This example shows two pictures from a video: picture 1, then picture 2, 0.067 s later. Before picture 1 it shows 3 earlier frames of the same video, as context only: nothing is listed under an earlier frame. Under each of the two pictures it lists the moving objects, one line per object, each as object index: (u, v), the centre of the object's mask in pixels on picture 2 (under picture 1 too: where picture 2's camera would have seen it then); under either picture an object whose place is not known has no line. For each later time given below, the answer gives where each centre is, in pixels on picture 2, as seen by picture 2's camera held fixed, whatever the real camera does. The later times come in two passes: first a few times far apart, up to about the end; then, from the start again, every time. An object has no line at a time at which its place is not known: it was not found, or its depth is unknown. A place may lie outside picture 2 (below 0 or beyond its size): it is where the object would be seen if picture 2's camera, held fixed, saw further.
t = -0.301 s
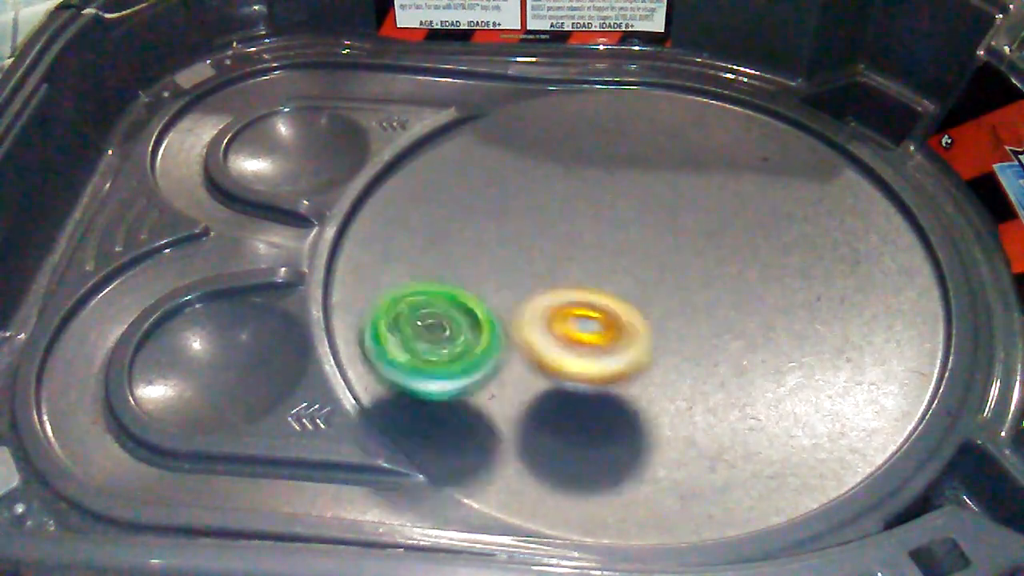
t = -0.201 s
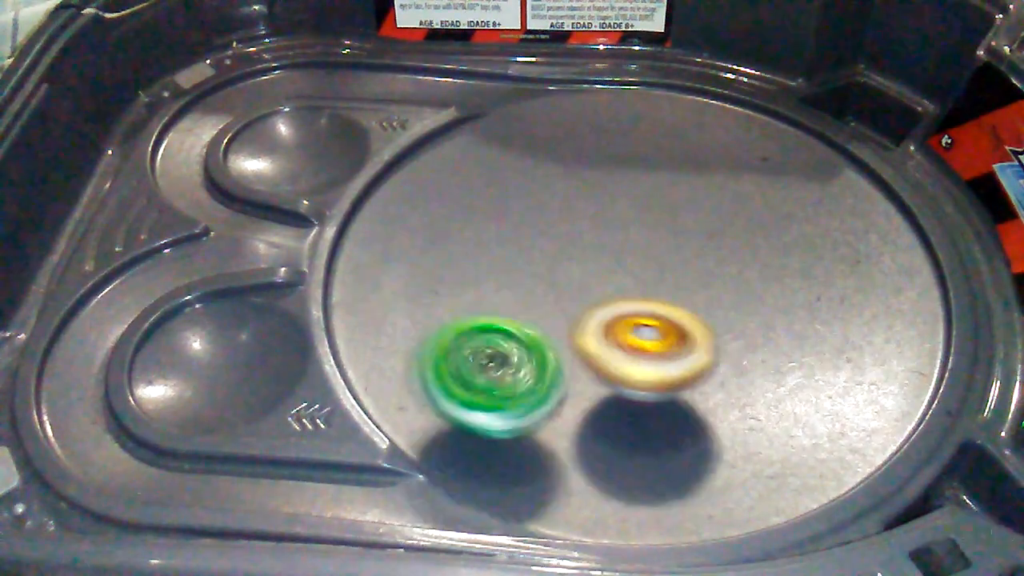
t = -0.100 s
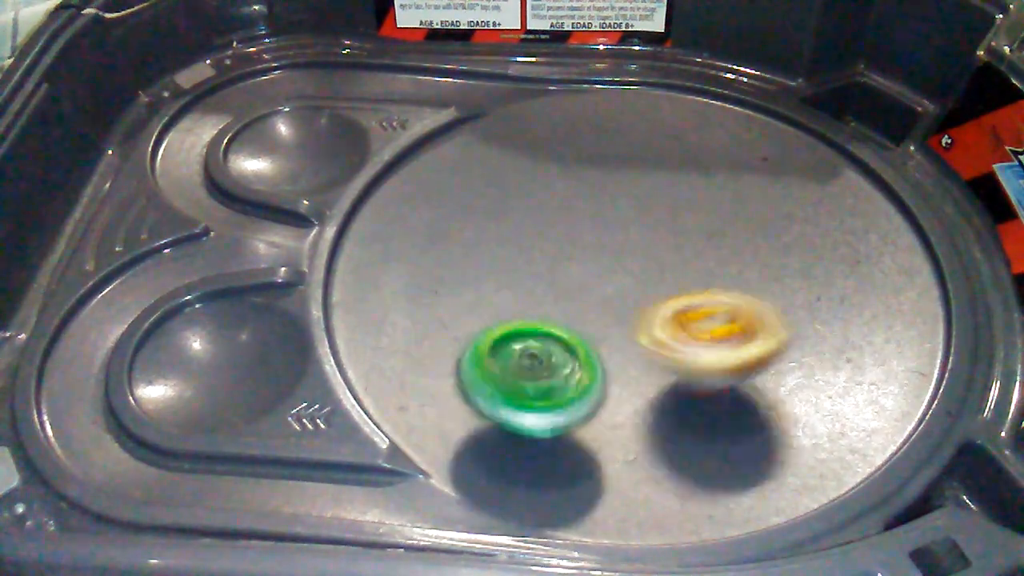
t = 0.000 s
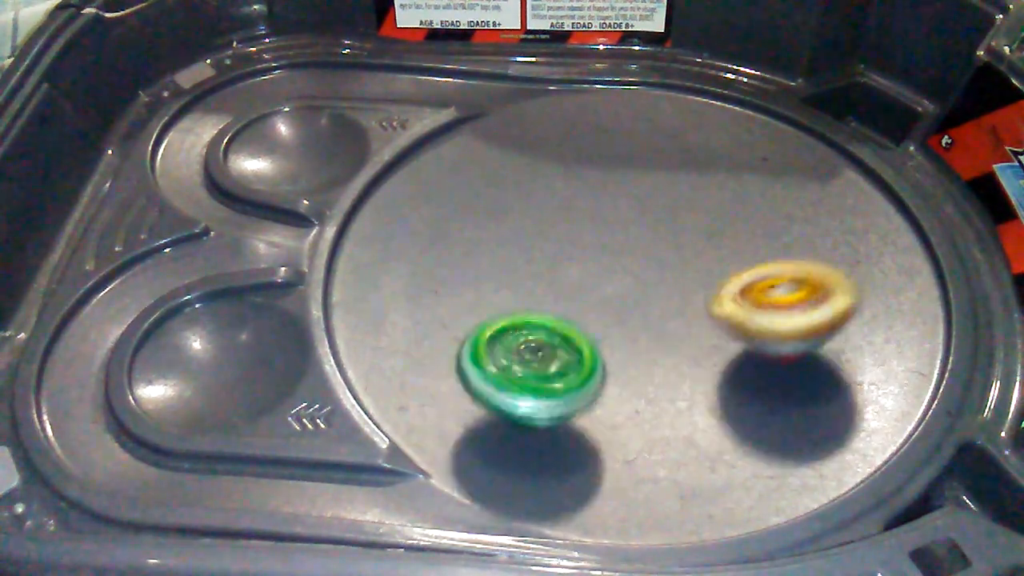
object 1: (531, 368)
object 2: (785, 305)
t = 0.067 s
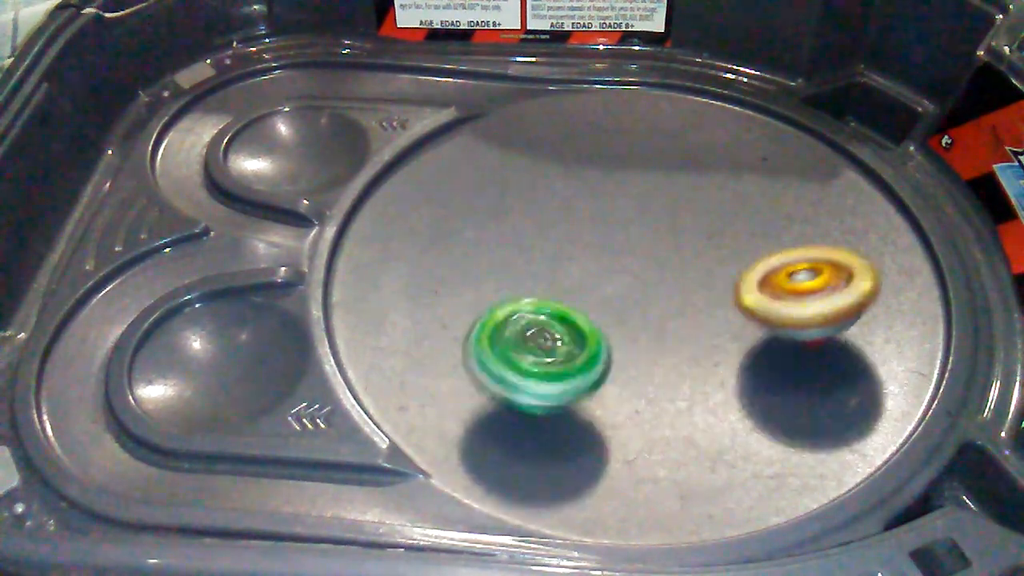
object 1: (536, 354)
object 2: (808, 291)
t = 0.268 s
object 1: (561, 276)
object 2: (795, 272)
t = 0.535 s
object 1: (515, 206)
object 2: (686, 248)
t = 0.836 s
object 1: (502, 266)
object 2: (624, 210)
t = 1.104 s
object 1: (614, 324)
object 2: (568, 217)
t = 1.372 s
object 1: (670, 290)
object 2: (528, 269)
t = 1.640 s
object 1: (655, 256)
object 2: (528, 319)
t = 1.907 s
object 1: (611, 245)
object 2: (600, 353)
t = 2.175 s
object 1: (583, 255)
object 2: (676, 336)
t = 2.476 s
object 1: (561, 270)
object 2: (723, 279)
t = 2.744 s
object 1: (567, 284)
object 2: (677, 224)
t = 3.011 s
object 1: (581, 294)
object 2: (602, 198)
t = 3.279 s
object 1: (606, 318)
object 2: (535, 191)
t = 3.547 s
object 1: (627, 318)
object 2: (504, 243)
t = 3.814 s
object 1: (753, 313)
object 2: (538, 295)
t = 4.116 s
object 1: (687, 236)
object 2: (620, 321)
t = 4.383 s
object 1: (552, 233)
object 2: (662, 298)
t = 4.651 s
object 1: (541, 337)
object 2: (655, 246)
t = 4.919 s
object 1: (638, 325)
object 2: (587, 219)
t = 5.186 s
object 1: (664, 304)
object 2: (520, 242)
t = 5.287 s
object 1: (660, 298)
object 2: (507, 255)
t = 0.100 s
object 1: (543, 342)
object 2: (813, 286)
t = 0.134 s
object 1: (547, 332)
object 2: (814, 282)
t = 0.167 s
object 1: (551, 319)
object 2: (814, 280)
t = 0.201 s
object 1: (555, 305)
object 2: (809, 278)
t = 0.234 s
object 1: (559, 290)
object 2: (804, 276)
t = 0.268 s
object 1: (561, 276)
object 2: (795, 272)
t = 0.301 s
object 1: (559, 260)
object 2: (785, 270)
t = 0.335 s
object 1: (555, 245)
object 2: (773, 268)
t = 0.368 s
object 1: (547, 231)
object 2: (761, 266)
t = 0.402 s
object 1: (541, 222)
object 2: (746, 264)
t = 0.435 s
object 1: (533, 214)
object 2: (731, 261)
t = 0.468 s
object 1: (525, 210)
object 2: (716, 257)
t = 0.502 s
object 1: (519, 206)
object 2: (700, 254)
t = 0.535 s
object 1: (515, 206)
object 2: (686, 248)
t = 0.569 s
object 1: (512, 209)
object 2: (669, 242)
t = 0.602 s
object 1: (511, 211)
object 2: (655, 237)
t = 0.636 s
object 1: (511, 217)
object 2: (642, 229)
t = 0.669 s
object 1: (500, 223)
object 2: (642, 223)
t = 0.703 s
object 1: (493, 230)
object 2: (643, 218)
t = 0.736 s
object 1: (488, 236)
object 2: (642, 214)
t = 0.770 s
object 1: (487, 244)
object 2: (637, 212)
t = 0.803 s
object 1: (494, 256)
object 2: (630, 210)
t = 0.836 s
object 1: (502, 266)
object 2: (624, 210)
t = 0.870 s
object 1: (511, 275)
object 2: (617, 210)
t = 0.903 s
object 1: (524, 283)
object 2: (611, 211)
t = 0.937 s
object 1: (538, 294)
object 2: (605, 209)
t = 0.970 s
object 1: (551, 306)
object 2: (599, 209)
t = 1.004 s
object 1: (566, 314)
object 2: (592, 208)
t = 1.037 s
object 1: (580, 320)
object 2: (585, 210)
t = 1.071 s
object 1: (593, 321)
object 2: (577, 213)
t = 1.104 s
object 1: (614, 324)
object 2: (568, 217)
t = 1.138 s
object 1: (629, 324)
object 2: (560, 223)
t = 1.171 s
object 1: (643, 322)
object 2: (553, 229)
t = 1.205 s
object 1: (655, 319)
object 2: (547, 236)
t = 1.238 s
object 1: (663, 314)
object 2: (542, 243)
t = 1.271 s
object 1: (669, 310)
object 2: (537, 249)
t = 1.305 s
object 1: (670, 303)
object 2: (533, 256)
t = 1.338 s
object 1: (671, 297)
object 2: (530, 263)
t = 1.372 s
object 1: (670, 290)
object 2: (528, 269)
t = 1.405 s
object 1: (667, 284)
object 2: (528, 275)
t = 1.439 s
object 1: (667, 280)
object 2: (526, 281)
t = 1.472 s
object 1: (666, 274)
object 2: (521, 288)
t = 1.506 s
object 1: (666, 269)
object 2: (519, 294)
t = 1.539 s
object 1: (665, 265)
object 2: (519, 300)
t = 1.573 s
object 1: (664, 262)
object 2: (521, 307)
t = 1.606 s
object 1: (660, 258)
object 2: (524, 313)
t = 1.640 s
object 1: (655, 256)
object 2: (528, 319)
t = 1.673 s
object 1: (647, 252)
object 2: (535, 324)
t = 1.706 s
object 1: (641, 252)
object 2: (543, 330)
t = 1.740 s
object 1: (635, 251)
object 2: (552, 334)
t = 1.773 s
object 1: (631, 251)
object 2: (562, 337)
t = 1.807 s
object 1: (626, 251)
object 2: (571, 341)
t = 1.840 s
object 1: (620, 249)
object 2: (580, 346)
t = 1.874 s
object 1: (615, 246)
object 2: (590, 351)
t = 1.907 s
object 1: (611, 245)
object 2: (600, 353)
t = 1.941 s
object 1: (606, 245)
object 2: (608, 354)
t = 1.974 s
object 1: (600, 245)
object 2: (618, 354)
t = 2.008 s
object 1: (596, 246)
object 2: (629, 353)
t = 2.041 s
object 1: (592, 247)
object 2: (639, 352)
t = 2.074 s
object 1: (590, 248)
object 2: (648, 349)
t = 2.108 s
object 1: (590, 249)
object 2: (656, 345)
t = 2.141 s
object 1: (587, 253)
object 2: (665, 340)
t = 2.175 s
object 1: (583, 255)
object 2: (676, 336)
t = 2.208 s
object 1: (577, 254)
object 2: (690, 332)
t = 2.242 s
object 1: (572, 255)
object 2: (700, 327)
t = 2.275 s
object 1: (568, 254)
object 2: (709, 321)
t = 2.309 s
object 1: (563, 255)
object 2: (714, 315)
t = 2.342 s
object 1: (562, 260)
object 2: (719, 309)
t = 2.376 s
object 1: (560, 264)
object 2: (722, 302)
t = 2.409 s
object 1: (560, 267)
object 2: (723, 294)
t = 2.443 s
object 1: (561, 268)
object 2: (724, 286)
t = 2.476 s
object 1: (561, 270)
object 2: (723, 279)
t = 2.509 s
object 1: (563, 271)
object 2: (721, 272)
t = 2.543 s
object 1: (566, 274)
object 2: (716, 264)
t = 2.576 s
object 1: (568, 275)
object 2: (712, 257)
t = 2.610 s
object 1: (570, 278)
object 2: (705, 251)
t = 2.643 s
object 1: (573, 280)
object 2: (698, 243)
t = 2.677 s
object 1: (571, 282)
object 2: (691, 237)
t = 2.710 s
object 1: (568, 282)
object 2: (685, 230)
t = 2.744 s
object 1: (567, 284)
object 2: (677, 224)
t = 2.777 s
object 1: (569, 289)
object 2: (669, 219)
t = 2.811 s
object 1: (571, 290)
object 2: (660, 214)
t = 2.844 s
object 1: (571, 290)
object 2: (652, 209)
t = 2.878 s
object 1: (575, 292)
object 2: (642, 207)
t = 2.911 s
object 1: (577, 293)
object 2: (631, 204)
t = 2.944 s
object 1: (577, 293)
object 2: (621, 201)
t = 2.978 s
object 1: (580, 294)
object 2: (611, 199)
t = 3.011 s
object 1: (581, 294)
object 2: (602, 198)
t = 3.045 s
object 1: (584, 295)
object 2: (592, 197)
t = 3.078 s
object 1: (585, 300)
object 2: (581, 192)
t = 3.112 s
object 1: (591, 307)
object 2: (571, 187)
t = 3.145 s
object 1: (593, 311)
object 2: (562, 184)
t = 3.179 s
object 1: (595, 315)
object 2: (554, 184)
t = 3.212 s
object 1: (599, 318)
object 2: (547, 185)
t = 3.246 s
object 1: (602, 318)
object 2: (540, 188)
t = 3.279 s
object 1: (606, 318)
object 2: (535, 191)
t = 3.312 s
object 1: (608, 318)
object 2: (531, 197)
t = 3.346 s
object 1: (607, 316)
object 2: (526, 204)
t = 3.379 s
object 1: (608, 315)
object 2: (523, 209)
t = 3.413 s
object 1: (609, 311)
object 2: (521, 218)
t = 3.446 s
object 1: (608, 311)
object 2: (519, 226)
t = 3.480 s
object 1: (608, 311)
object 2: (517, 234)
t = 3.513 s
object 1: (614, 314)
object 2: (513, 240)
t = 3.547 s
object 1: (627, 318)
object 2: (504, 243)
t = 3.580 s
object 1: (650, 323)
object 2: (496, 246)
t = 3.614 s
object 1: (666, 325)
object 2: (495, 251)
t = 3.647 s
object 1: (684, 329)
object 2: (496, 258)
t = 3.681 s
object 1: (706, 331)
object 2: (500, 264)
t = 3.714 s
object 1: (724, 329)
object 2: (507, 273)
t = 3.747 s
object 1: (737, 326)
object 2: (516, 280)
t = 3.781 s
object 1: (750, 320)
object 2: (527, 289)
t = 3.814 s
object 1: (753, 313)
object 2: (538, 295)
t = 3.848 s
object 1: (755, 304)
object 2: (550, 301)
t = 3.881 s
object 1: (751, 293)
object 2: (564, 306)
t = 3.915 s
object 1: (738, 286)
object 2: (578, 310)
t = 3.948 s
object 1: (726, 280)
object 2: (592, 313)
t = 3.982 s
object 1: (722, 273)
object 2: (596, 318)
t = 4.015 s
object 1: (719, 264)
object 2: (600, 322)
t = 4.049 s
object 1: (714, 253)
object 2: (606, 323)
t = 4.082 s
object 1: (701, 242)
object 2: (613, 323)
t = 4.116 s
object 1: (687, 236)
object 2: (620, 321)
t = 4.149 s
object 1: (671, 229)
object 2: (627, 320)
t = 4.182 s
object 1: (653, 220)
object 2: (635, 322)
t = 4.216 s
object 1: (636, 214)
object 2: (639, 321)
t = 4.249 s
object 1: (615, 213)
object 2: (646, 318)
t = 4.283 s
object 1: (595, 212)
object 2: (652, 314)
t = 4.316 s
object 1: (581, 216)
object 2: (657, 309)
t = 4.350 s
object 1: (563, 224)
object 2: (660, 304)
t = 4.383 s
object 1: (552, 233)
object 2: (662, 298)
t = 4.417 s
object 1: (543, 245)
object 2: (664, 292)
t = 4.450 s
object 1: (530, 256)
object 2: (668, 284)
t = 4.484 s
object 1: (521, 270)
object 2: (670, 275)
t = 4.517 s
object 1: (514, 287)
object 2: (671, 270)
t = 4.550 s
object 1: (512, 300)
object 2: (668, 263)
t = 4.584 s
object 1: (517, 315)
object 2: (665, 256)
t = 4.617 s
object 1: (525, 328)
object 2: (662, 252)
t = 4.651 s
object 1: (541, 337)
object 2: (655, 246)
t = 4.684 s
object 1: (560, 343)
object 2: (649, 241)
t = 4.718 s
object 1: (573, 343)
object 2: (642, 238)
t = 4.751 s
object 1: (593, 341)
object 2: (634, 235)
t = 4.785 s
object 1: (606, 335)
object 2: (626, 231)
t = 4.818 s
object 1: (616, 327)
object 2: (616, 228)
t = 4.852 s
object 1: (622, 323)
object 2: (607, 226)
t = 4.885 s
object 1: (633, 326)
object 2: (597, 222)
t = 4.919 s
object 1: (638, 325)
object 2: (587, 219)
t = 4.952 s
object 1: (651, 323)
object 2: (577, 219)
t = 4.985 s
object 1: (654, 321)
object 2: (569, 221)
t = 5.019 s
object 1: (658, 315)
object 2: (561, 224)
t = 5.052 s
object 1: (656, 316)
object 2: (556, 226)
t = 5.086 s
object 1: (649, 315)
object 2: (549, 231)
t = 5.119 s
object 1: (644, 304)
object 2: (546, 235)
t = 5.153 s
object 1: (657, 301)
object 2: (532, 238)
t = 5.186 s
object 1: (664, 304)
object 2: (520, 242)
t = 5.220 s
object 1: (663, 301)
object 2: (513, 247)
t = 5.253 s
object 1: (667, 298)
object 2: (508, 252)
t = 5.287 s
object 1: (660, 298)
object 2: (507, 255)
